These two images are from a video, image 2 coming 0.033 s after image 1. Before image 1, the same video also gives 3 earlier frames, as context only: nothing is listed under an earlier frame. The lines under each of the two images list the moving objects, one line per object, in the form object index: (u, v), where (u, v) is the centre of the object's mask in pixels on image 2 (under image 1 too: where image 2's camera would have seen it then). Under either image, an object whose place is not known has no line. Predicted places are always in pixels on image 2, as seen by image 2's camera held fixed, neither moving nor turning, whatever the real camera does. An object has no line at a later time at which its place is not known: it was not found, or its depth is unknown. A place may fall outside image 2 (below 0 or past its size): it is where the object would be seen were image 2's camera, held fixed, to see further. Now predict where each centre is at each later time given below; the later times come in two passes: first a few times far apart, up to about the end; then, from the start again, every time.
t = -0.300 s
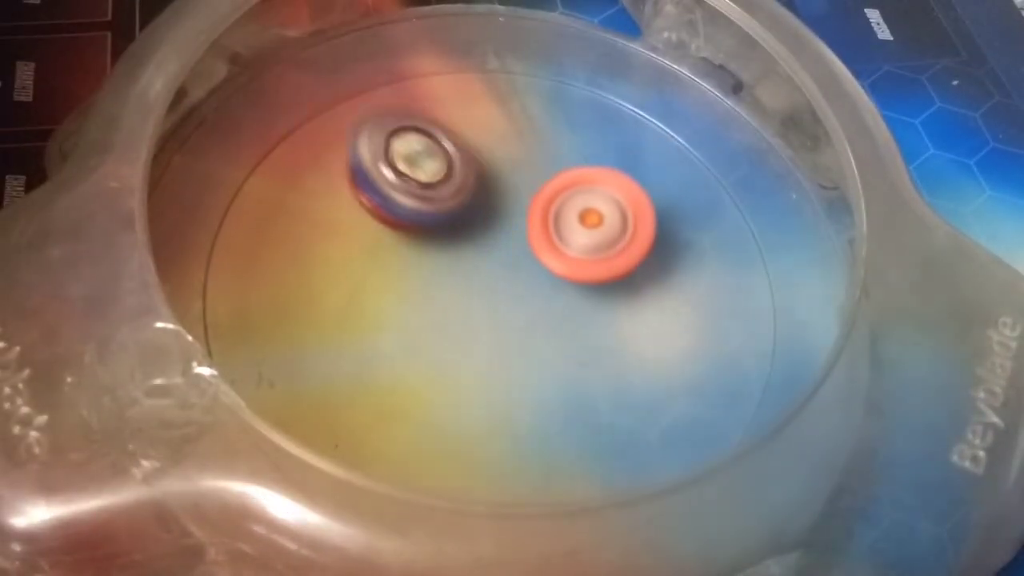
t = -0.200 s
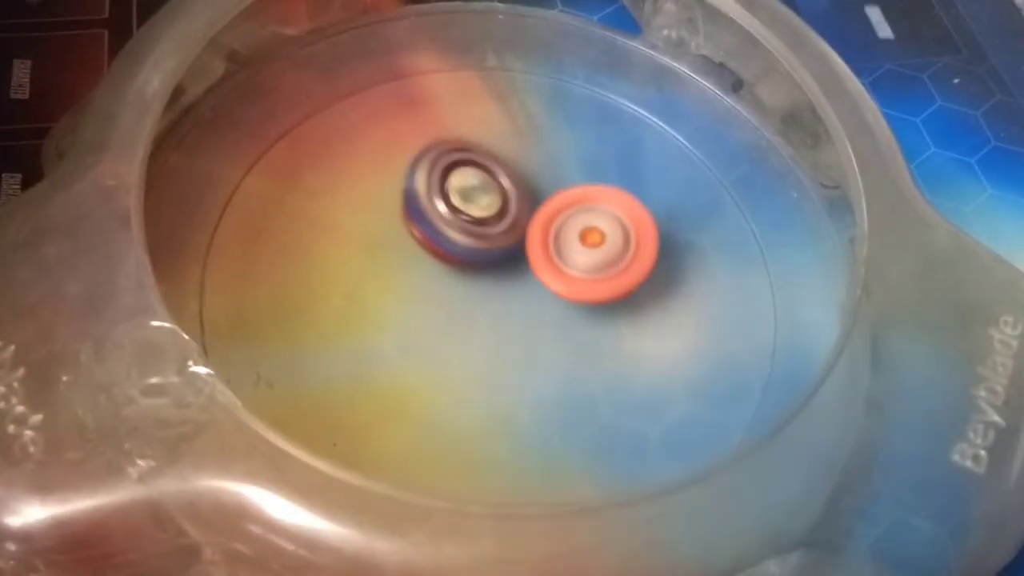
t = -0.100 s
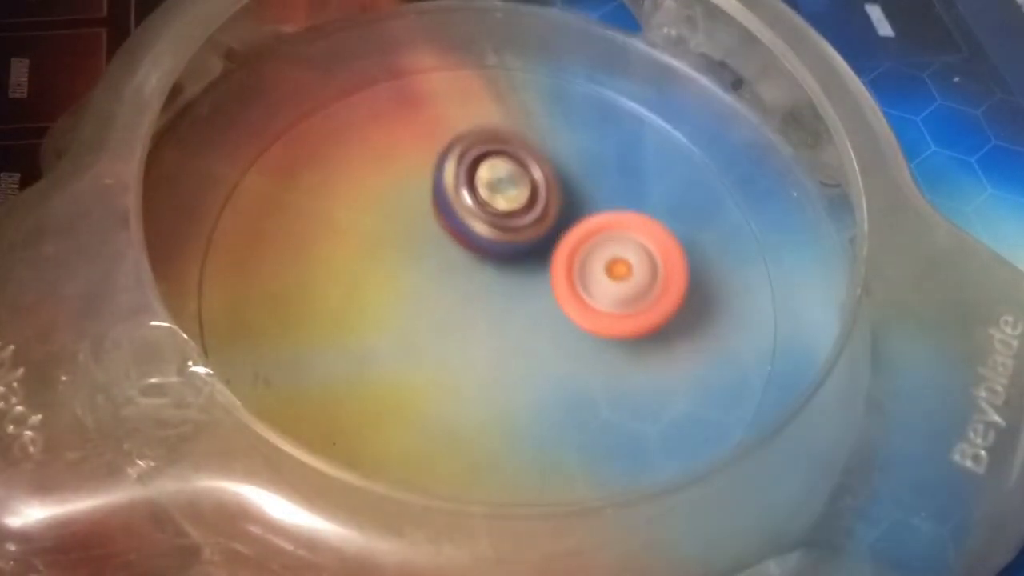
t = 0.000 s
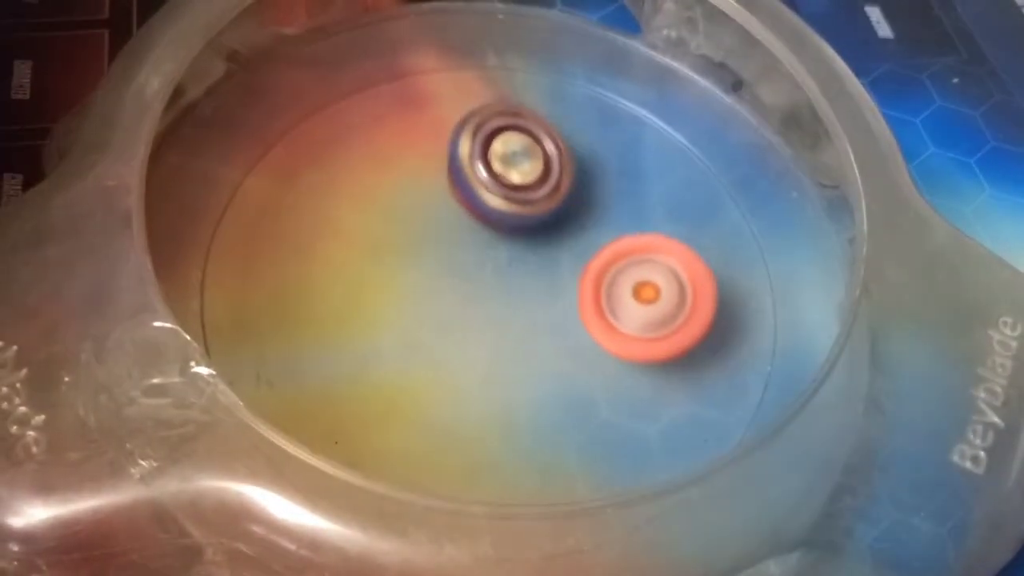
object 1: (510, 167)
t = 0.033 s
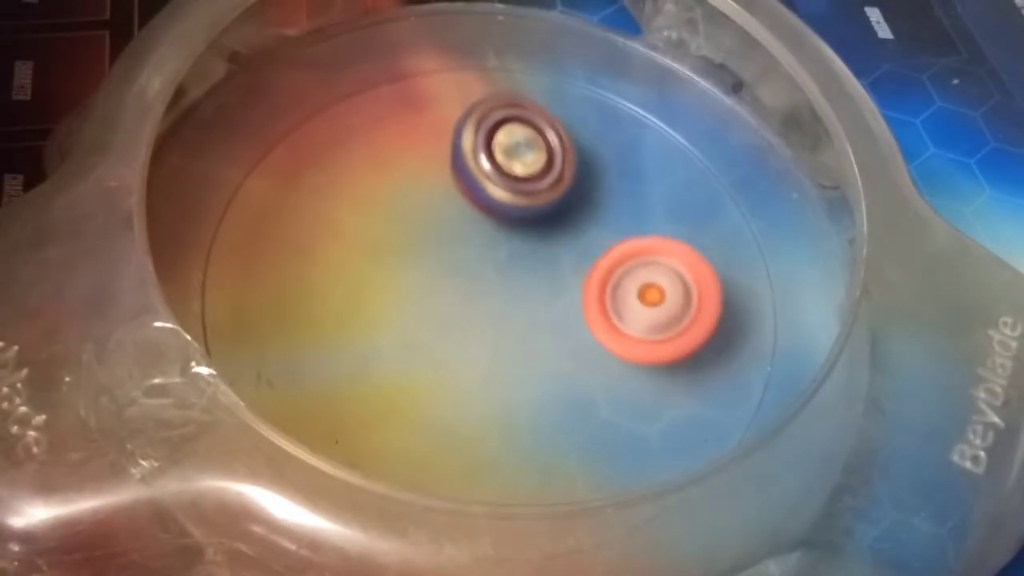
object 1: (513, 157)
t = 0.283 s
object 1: (501, 111)
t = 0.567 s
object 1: (463, 130)
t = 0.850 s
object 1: (513, 146)
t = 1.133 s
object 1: (600, 127)
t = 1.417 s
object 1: (542, 116)
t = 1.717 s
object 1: (583, 284)
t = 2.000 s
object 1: (736, 257)
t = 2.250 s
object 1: (607, 128)
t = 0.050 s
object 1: (513, 153)
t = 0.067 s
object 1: (514, 148)
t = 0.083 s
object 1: (515, 144)
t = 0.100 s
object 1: (515, 140)
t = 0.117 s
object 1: (515, 137)
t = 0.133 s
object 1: (514, 132)
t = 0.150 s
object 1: (513, 129)
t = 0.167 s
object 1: (513, 127)
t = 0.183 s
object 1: (512, 124)
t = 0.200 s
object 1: (511, 121)
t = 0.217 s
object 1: (509, 118)
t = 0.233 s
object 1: (507, 116)
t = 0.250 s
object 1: (506, 114)
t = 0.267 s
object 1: (503, 112)
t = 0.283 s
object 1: (501, 111)
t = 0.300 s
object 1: (498, 109)
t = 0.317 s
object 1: (496, 109)
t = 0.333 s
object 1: (493, 109)
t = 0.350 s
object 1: (490, 109)
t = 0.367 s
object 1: (488, 109)
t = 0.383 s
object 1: (486, 111)
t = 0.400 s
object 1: (483, 113)
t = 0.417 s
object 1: (481, 114)
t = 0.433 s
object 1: (479, 116)
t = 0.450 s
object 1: (477, 119)
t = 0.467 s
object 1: (475, 122)
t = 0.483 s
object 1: (474, 125)
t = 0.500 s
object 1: (473, 128)
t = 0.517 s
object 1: (471, 129)
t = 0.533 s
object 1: (468, 130)
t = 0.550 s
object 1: (466, 129)
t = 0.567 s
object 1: (463, 130)
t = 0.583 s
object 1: (461, 130)
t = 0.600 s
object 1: (460, 130)
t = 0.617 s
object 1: (459, 131)
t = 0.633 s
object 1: (459, 133)
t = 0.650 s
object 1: (460, 134)
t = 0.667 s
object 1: (462, 135)
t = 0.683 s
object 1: (463, 137)
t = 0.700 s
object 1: (466, 139)
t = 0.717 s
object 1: (469, 139)
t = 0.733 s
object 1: (473, 140)
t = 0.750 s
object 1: (478, 142)
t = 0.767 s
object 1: (483, 142)
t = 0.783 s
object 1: (488, 143)
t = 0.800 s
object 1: (494, 144)
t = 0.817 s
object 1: (500, 145)
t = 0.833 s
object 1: (506, 145)
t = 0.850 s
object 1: (513, 146)
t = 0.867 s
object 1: (519, 146)
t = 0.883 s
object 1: (526, 146)
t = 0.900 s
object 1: (533, 146)
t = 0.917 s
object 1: (539, 146)
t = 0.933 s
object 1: (546, 145)
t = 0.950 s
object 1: (552, 145)
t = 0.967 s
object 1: (559, 143)
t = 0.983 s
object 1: (565, 142)
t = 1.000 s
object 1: (570, 141)
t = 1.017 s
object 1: (575, 139)
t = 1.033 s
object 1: (580, 138)
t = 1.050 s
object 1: (585, 137)
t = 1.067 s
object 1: (589, 135)
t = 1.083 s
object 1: (592, 133)
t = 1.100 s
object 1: (595, 131)
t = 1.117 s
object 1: (598, 128)
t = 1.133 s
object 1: (600, 127)
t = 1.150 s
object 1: (602, 125)
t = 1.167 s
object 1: (602, 123)
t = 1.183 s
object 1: (603, 121)
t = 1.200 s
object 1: (602, 118)
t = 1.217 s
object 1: (601, 117)
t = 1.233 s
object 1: (599, 114)
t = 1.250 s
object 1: (597, 112)
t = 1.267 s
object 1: (594, 111)
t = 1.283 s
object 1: (591, 109)
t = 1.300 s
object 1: (587, 108)
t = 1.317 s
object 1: (581, 106)
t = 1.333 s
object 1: (576, 105)
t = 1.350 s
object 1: (570, 105)
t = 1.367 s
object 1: (563, 106)
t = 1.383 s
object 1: (555, 109)
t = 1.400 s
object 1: (549, 112)
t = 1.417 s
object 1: (542, 116)
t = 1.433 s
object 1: (536, 122)
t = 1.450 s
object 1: (530, 129)
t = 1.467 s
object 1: (526, 138)
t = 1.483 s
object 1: (523, 147)
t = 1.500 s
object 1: (521, 158)
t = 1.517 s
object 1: (521, 168)
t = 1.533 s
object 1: (522, 181)
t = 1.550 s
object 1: (523, 192)
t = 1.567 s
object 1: (526, 204)
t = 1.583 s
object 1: (529, 215)
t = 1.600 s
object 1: (534, 227)
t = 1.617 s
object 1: (540, 237)
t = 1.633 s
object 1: (545, 247)
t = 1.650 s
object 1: (552, 256)
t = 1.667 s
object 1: (559, 265)
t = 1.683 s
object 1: (566, 272)
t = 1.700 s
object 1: (574, 279)
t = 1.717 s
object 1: (583, 284)
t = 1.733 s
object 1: (591, 289)
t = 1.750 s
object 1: (600, 293)
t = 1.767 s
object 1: (609, 296)
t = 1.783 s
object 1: (618, 298)
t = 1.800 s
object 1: (628, 299)
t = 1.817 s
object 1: (638, 299)
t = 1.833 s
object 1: (647, 298)
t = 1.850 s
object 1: (658, 298)
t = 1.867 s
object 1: (667, 295)
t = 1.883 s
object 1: (678, 292)
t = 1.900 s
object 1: (687, 289)
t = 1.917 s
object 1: (696, 285)
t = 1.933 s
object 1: (704, 280)
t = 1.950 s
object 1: (712, 275)
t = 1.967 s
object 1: (721, 270)
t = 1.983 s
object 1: (729, 264)
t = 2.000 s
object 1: (736, 257)
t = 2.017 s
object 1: (743, 249)
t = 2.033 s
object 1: (749, 241)
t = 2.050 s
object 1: (754, 232)
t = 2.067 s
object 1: (758, 222)
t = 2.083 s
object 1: (759, 212)
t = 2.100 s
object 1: (753, 201)
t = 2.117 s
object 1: (743, 191)
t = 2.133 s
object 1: (732, 180)
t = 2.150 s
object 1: (721, 171)
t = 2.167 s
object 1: (708, 159)
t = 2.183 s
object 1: (691, 149)
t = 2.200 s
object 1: (673, 141)
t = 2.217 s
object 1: (653, 135)
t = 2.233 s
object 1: (630, 131)
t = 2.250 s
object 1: (607, 128)
